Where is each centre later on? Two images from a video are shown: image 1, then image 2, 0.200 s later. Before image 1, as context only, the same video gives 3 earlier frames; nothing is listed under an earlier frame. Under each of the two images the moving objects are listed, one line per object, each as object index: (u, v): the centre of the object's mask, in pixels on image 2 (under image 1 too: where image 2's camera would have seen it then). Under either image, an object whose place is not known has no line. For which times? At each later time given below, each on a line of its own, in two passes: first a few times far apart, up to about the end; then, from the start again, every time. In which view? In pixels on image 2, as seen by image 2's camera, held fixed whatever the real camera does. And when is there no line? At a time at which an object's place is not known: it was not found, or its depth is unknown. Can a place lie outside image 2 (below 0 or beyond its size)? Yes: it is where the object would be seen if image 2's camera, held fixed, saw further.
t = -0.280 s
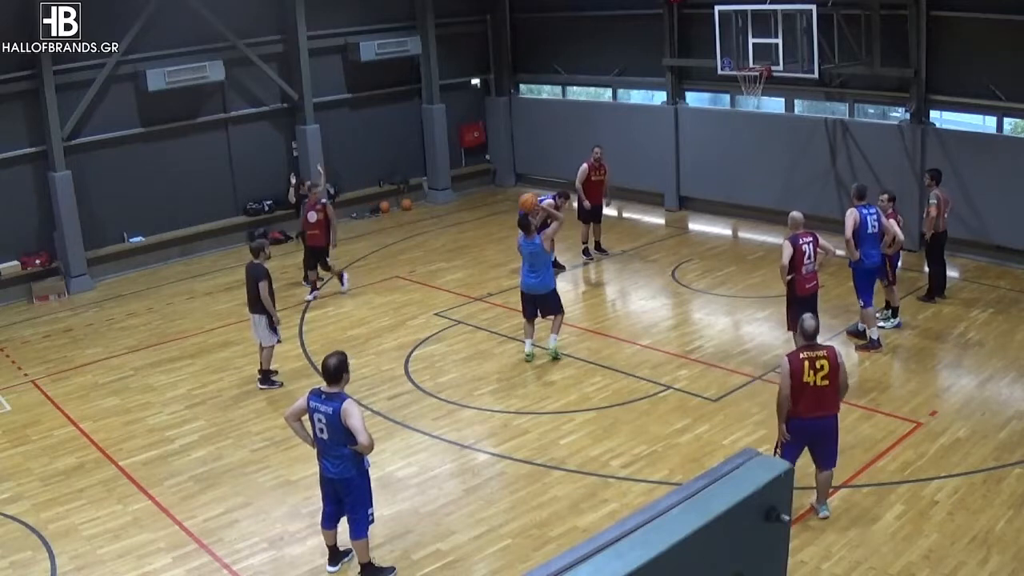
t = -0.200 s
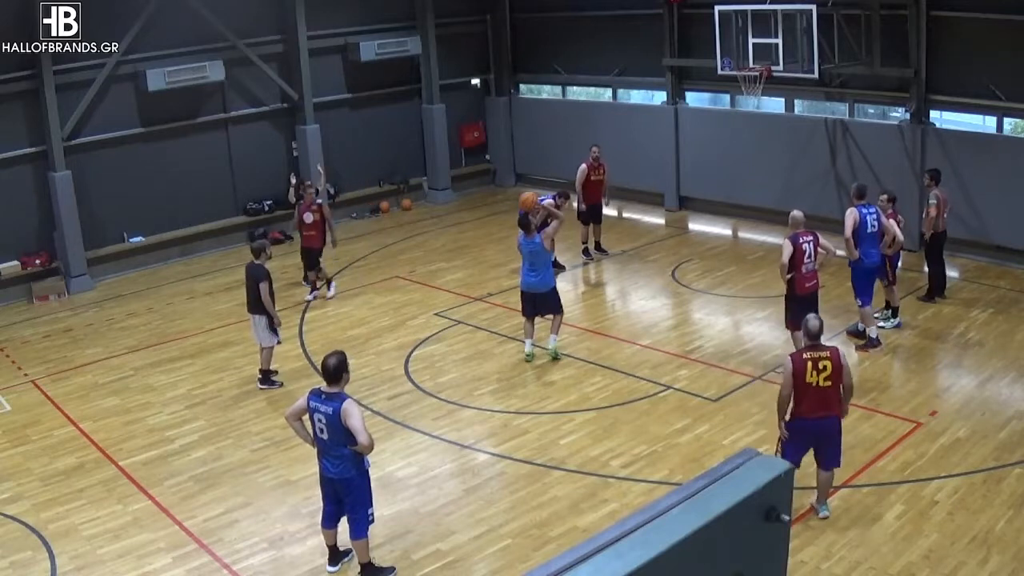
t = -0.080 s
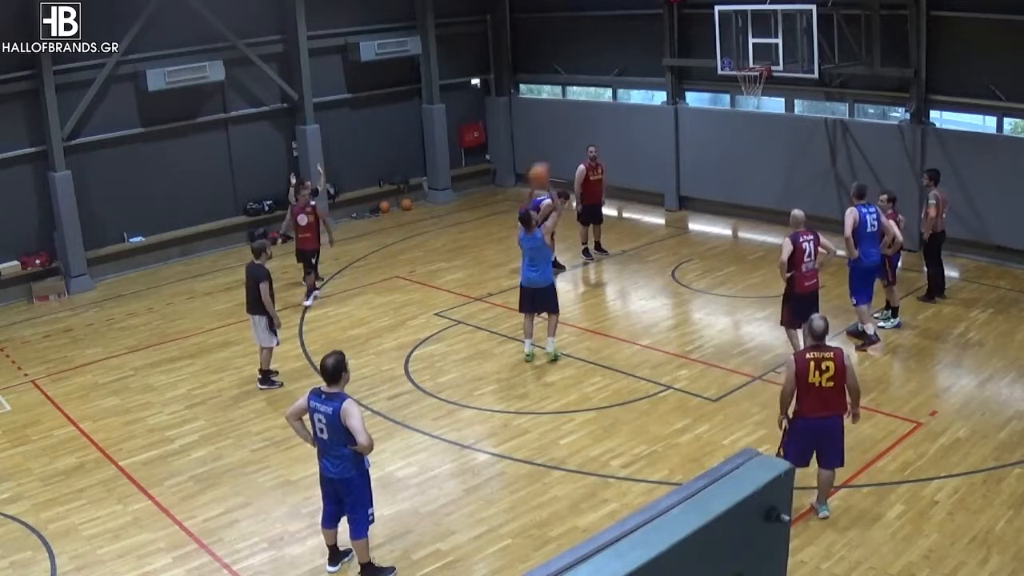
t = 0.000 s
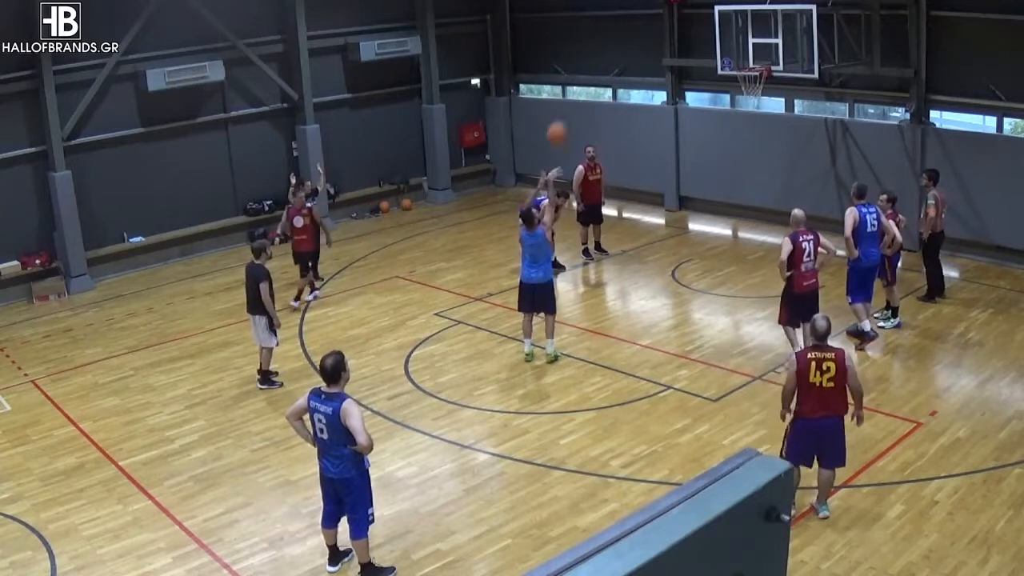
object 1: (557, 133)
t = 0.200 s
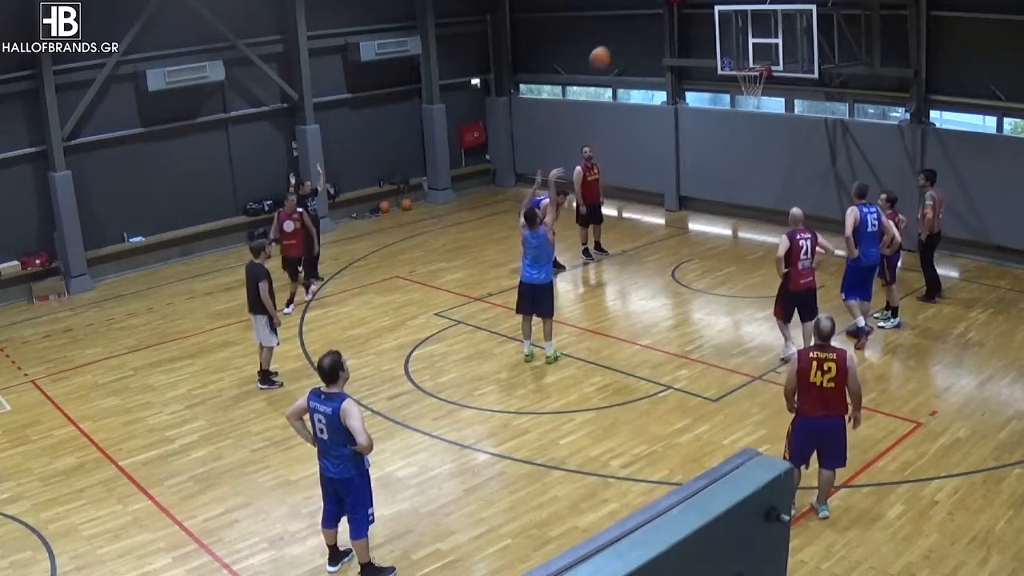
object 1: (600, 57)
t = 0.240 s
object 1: (608, 46)
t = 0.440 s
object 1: (649, 14)
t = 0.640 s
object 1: (687, 13)
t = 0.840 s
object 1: (723, 40)
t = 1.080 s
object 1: (757, 57)
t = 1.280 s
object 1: (756, 53)
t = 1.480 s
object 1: (747, 61)
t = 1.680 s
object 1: (745, 64)
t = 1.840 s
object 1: (742, 78)
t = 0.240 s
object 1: (608, 46)
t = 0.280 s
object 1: (617, 37)
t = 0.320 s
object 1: (625, 29)
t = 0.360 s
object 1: (634, 23)
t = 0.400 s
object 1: (641, 18)
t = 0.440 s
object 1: (649, 14)
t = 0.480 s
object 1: (657, 11)
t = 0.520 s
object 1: (665, 10)
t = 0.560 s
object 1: (673, 10)
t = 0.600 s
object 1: (681, 11)
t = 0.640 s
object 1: (687, 13)
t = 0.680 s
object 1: (695, 16)
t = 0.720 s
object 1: (702, 21)
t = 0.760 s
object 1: (708, 26)
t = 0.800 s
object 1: (715, 33)
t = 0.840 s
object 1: (723, 40)
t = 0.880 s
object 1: (730, 48)
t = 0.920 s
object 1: (736, 56)
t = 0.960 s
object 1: (741, 59)
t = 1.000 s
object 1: (747, 58)
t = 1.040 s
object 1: (751, 58)
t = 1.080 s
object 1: (757, 57)
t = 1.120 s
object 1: (761, 57)
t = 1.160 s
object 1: (761, 56)
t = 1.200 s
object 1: (760, 54)
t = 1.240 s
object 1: (758, 53)
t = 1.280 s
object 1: (756, 53)
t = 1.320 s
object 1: (754, 54)
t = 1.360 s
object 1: (752, 56)
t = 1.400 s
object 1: (749, 59)
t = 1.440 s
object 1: (748, 62)
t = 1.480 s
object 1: (747, 61)
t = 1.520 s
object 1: (747, 61)
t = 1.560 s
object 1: (747, 62)
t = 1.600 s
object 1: (746, 63)
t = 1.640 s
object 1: (745, 63)
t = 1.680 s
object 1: (745, 64)
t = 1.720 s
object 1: (744, 66)
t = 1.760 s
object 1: (743, 69)
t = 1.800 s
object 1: (743, 71)
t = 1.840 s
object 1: (742, 78)
